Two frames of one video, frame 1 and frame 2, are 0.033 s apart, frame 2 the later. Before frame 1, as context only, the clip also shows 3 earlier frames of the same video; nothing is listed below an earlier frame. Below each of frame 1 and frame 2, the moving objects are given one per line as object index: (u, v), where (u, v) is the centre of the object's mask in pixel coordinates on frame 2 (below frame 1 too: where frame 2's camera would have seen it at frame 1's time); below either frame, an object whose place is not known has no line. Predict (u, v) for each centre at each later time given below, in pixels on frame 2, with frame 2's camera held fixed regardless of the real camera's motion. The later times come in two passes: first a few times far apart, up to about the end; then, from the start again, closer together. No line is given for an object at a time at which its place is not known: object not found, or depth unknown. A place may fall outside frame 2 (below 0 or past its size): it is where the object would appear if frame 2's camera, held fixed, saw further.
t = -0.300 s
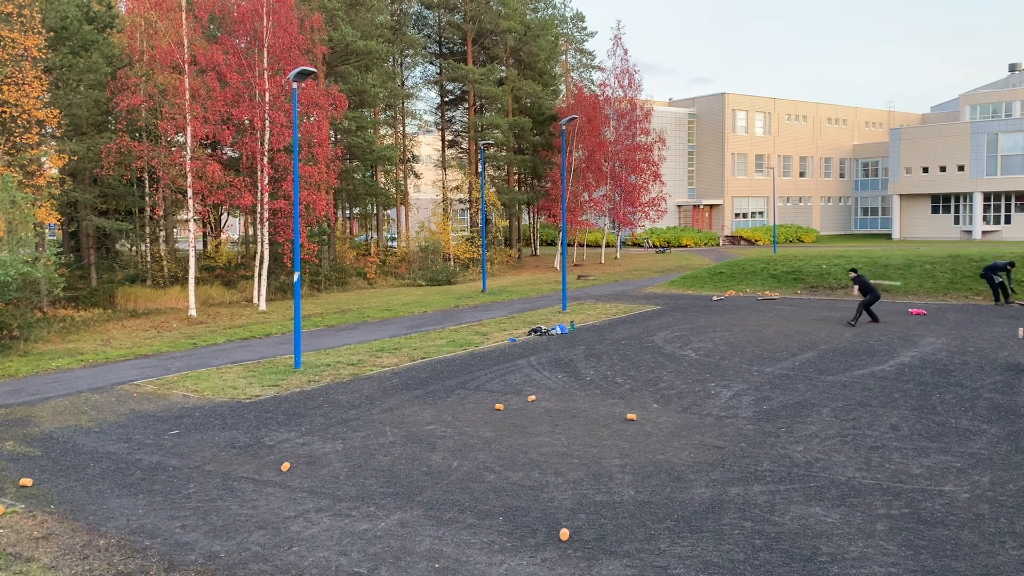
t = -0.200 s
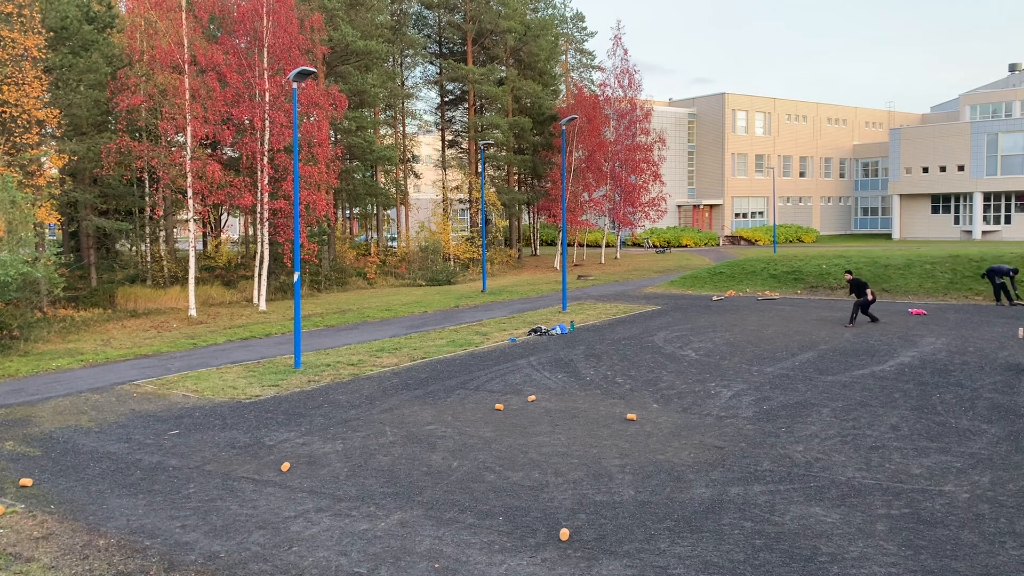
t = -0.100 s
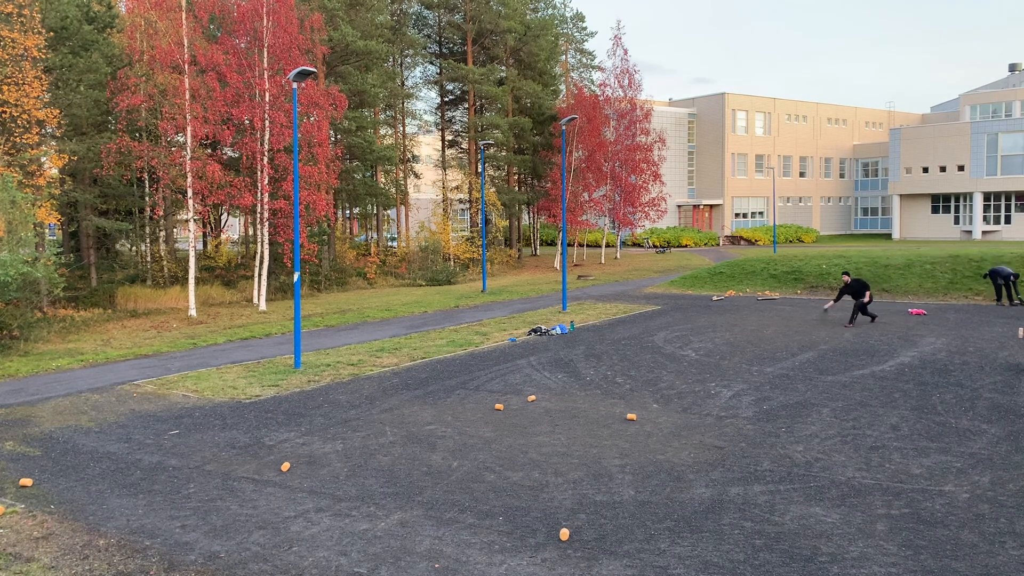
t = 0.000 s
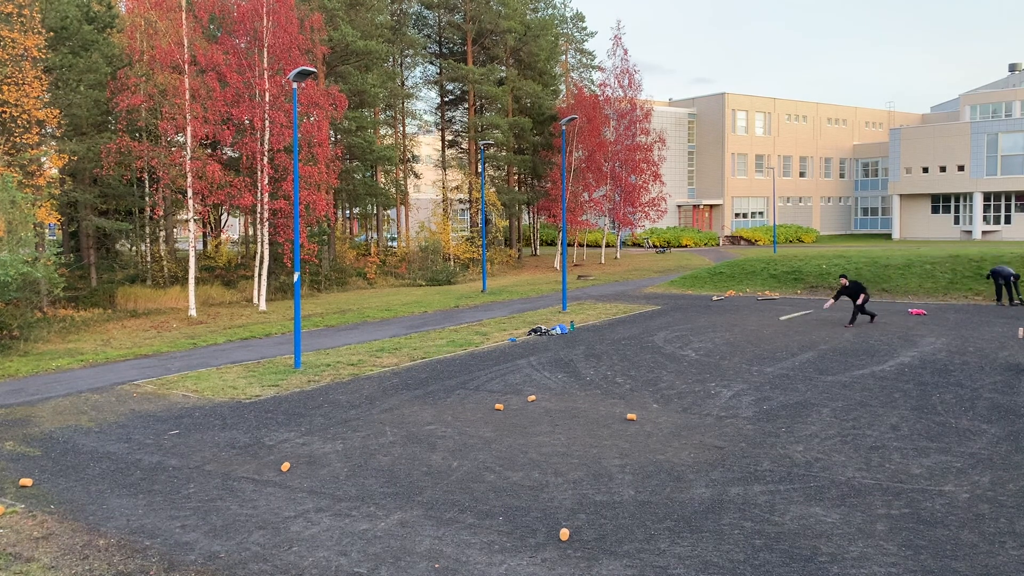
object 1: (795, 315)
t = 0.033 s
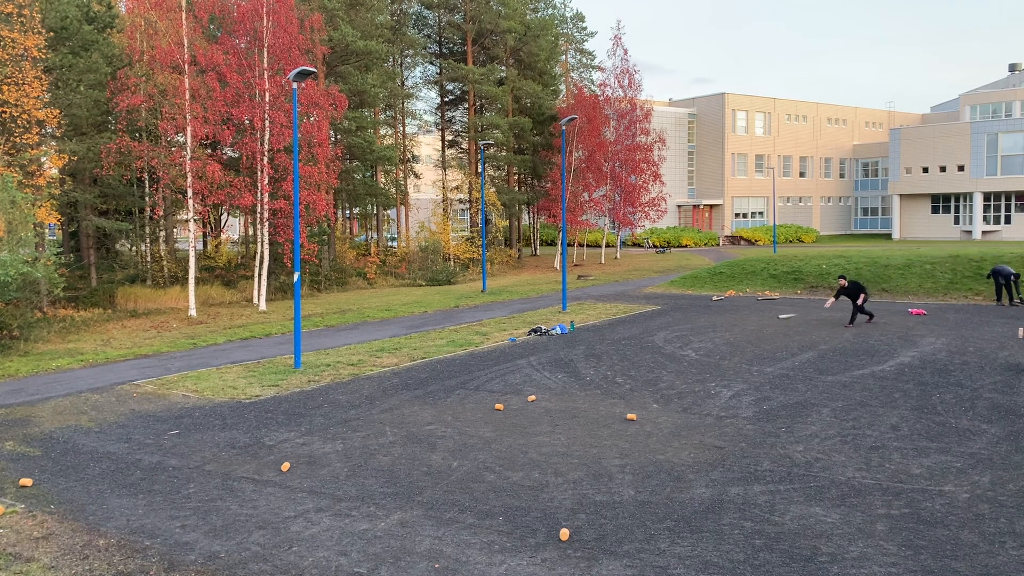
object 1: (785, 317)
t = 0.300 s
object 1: (697, 346)
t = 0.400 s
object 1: (656, 361)
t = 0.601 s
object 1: (572, 383)
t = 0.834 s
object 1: (456, 411)
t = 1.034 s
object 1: (347, 440)
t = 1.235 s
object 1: (219, 474)
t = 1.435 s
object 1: (77, 508)
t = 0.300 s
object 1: (697, 346)
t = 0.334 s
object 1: (683, 353)
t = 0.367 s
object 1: (671, 359)
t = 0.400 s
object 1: (656, 361)
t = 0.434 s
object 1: (642, 363)
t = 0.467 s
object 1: (629, 366)
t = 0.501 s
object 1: (615, 371)
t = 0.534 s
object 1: (601, 376)
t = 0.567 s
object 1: (588, 380)
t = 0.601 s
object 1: (572, 383)
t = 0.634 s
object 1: (555, 387)
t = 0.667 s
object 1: (539, 392)
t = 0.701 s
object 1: (522, 396)
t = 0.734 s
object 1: (512, 399)
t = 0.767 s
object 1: (493, 402)
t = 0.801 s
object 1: (476, 405)
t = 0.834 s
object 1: (456, 411)
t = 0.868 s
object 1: (437, 416)
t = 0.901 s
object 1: (418, 420)
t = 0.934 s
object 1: (402, 424)
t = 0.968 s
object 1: (383, 429)
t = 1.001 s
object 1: (365, 435)
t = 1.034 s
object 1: (347, 440)
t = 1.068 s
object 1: (323, 446)
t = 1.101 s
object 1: (301, 452)
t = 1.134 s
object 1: (282, 458)
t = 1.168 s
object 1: (261, 463)
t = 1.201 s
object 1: (241, 469)
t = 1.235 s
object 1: (219, 474)
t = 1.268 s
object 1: (197, 478)
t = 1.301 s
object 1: (172, 484)
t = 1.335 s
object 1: (147, 490)
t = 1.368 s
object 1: (122, 497)
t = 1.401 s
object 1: (99, 504)
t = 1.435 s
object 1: (77, 508)
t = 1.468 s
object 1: (48, 516)
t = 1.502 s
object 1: (35, 518)
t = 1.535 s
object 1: (17, 519)
